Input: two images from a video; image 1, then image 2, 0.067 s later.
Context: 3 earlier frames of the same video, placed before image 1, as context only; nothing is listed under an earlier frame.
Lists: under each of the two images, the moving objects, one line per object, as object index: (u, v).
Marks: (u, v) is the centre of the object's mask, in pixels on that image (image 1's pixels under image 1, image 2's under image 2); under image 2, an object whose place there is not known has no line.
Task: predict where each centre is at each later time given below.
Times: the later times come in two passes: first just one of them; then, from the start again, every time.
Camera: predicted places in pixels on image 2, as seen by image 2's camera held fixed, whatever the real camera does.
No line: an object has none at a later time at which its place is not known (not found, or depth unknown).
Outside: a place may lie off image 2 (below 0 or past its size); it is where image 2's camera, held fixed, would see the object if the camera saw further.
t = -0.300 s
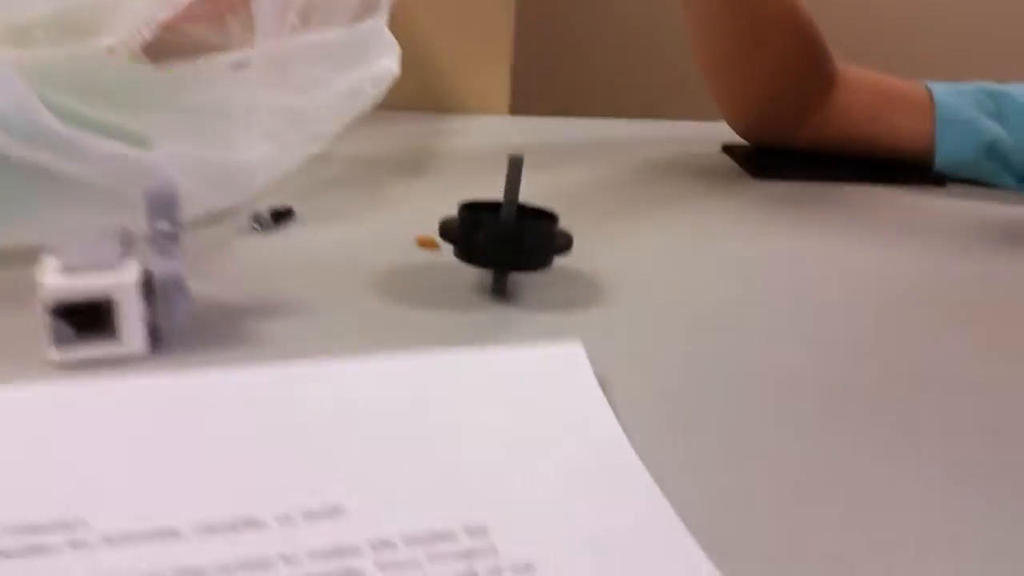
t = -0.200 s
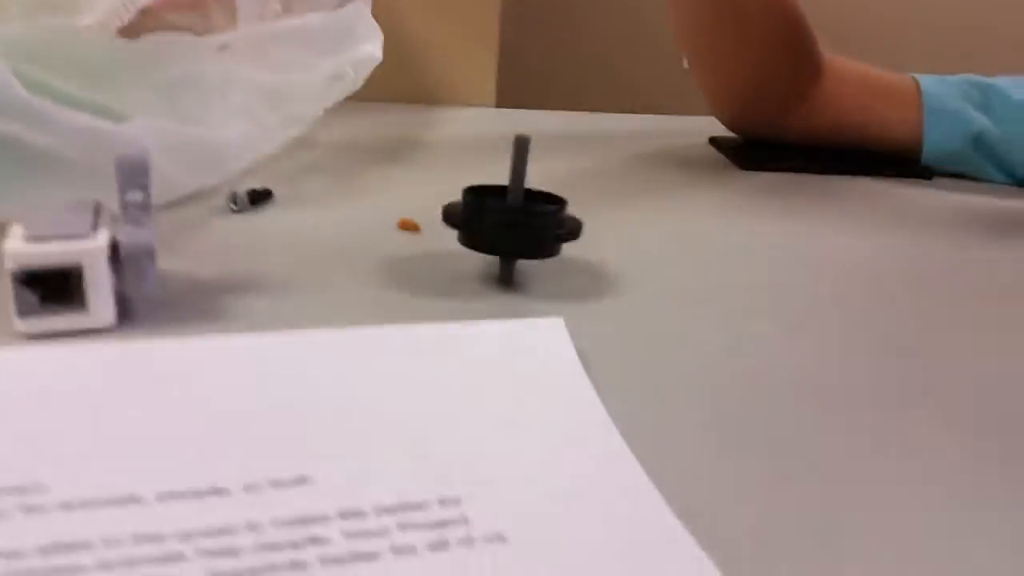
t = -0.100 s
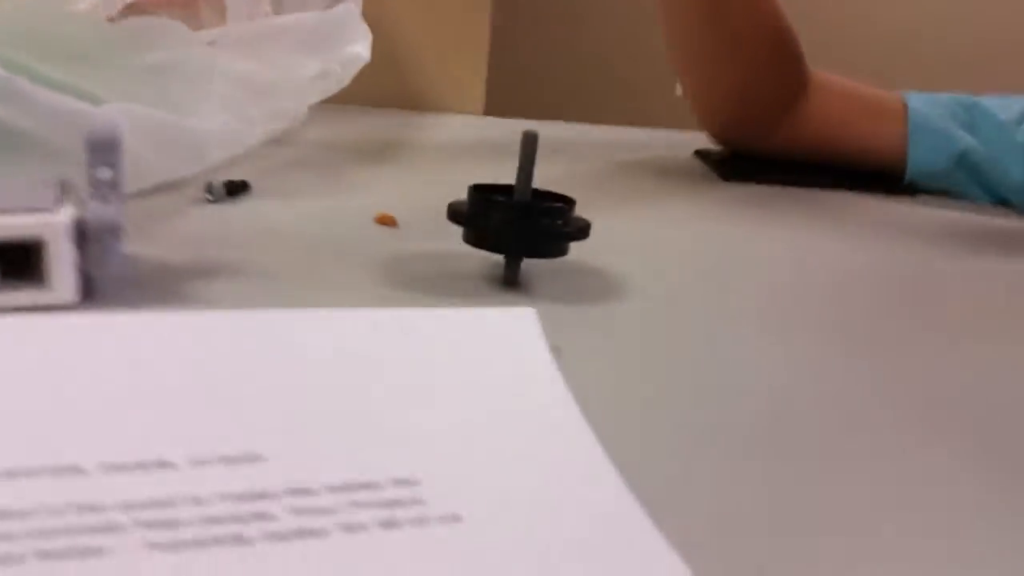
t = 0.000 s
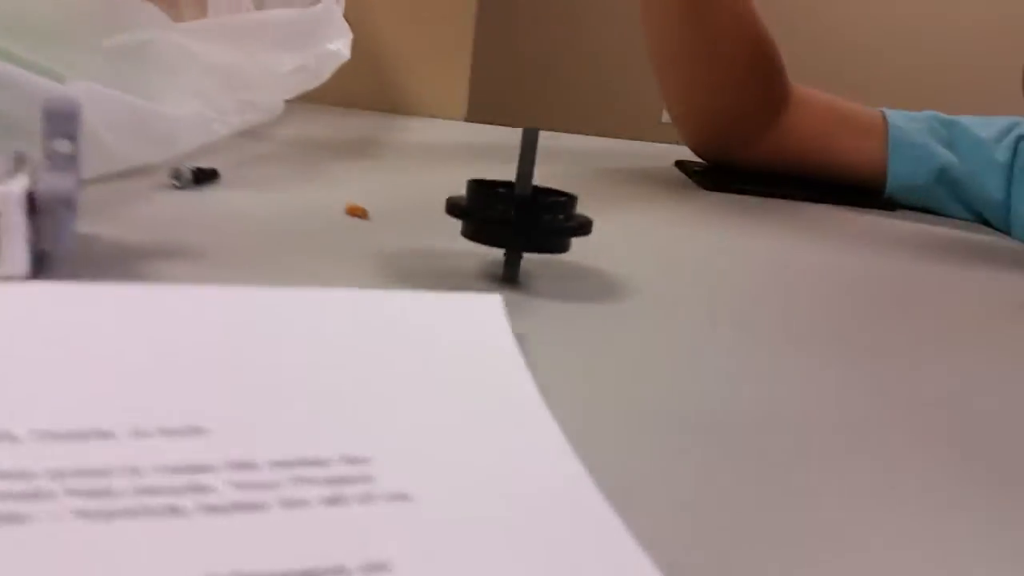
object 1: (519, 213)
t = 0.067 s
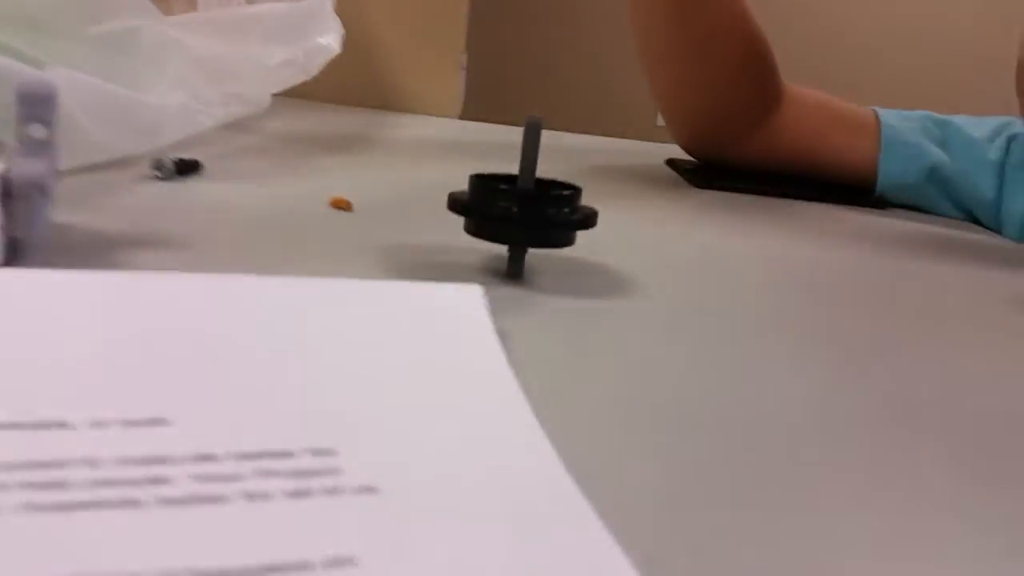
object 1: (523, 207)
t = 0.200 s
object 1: (563, 212)
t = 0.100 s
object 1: (534, 208)
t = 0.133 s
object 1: (544, 209)
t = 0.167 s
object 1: (554, 210)
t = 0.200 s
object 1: (563, 212)
